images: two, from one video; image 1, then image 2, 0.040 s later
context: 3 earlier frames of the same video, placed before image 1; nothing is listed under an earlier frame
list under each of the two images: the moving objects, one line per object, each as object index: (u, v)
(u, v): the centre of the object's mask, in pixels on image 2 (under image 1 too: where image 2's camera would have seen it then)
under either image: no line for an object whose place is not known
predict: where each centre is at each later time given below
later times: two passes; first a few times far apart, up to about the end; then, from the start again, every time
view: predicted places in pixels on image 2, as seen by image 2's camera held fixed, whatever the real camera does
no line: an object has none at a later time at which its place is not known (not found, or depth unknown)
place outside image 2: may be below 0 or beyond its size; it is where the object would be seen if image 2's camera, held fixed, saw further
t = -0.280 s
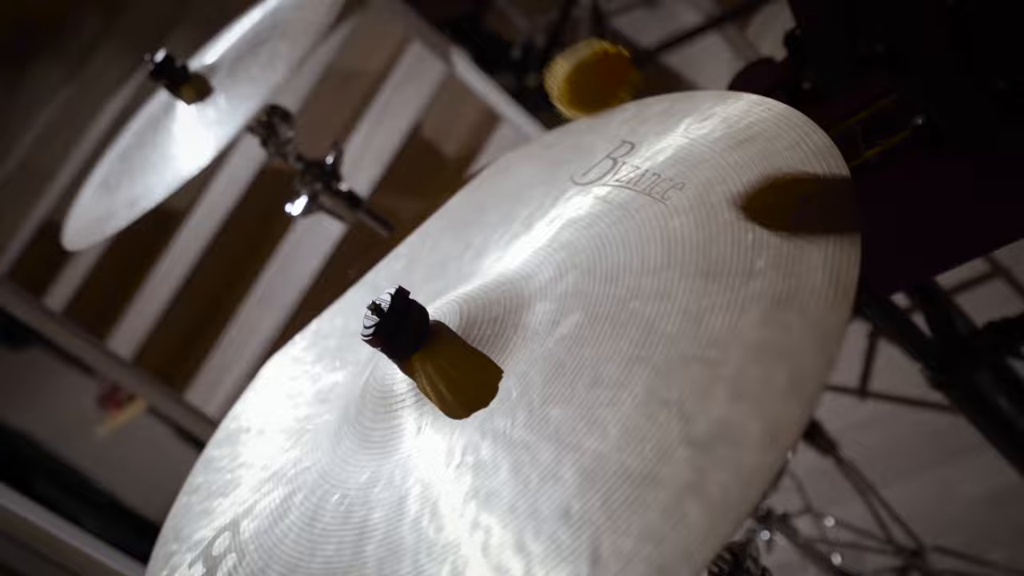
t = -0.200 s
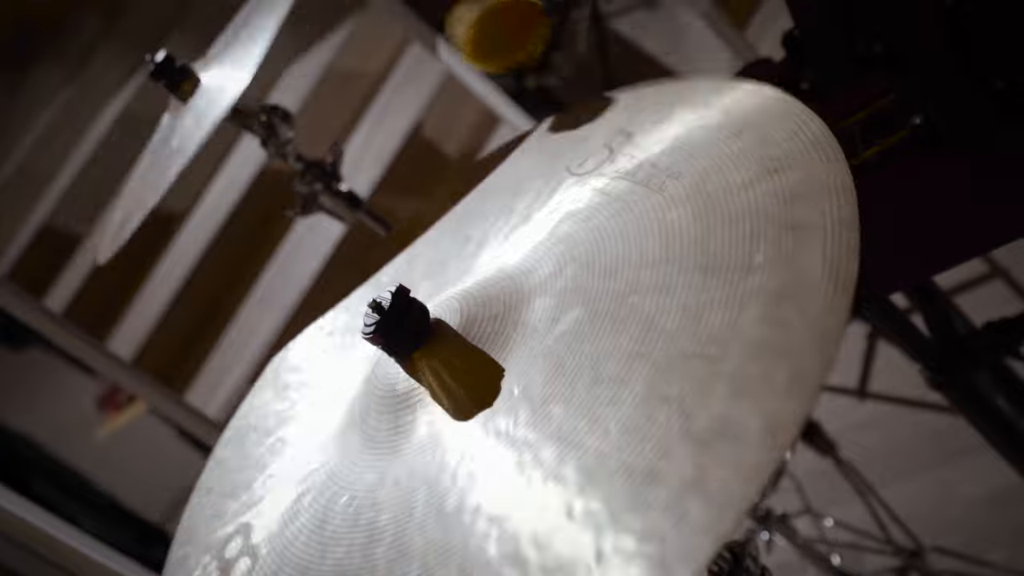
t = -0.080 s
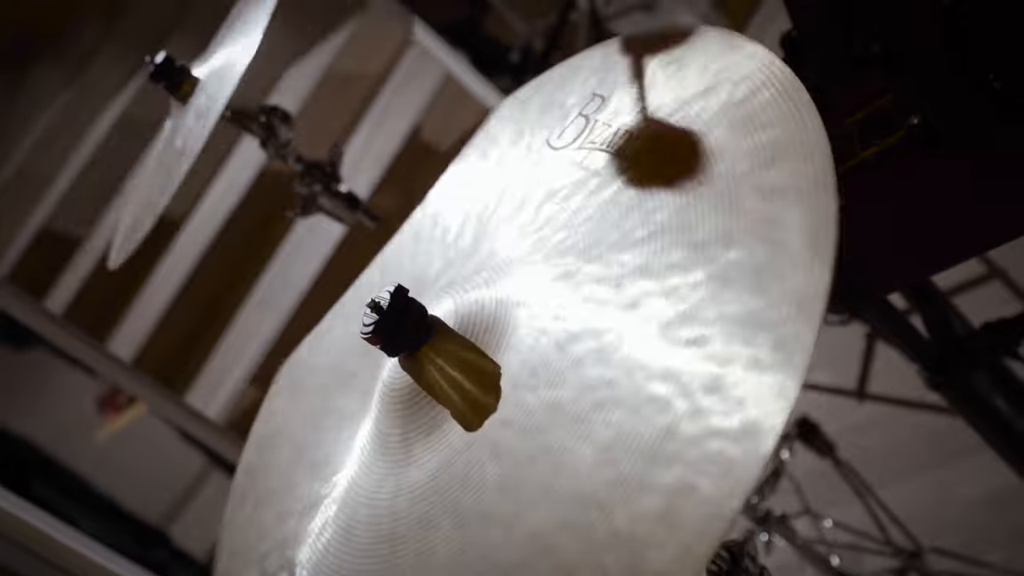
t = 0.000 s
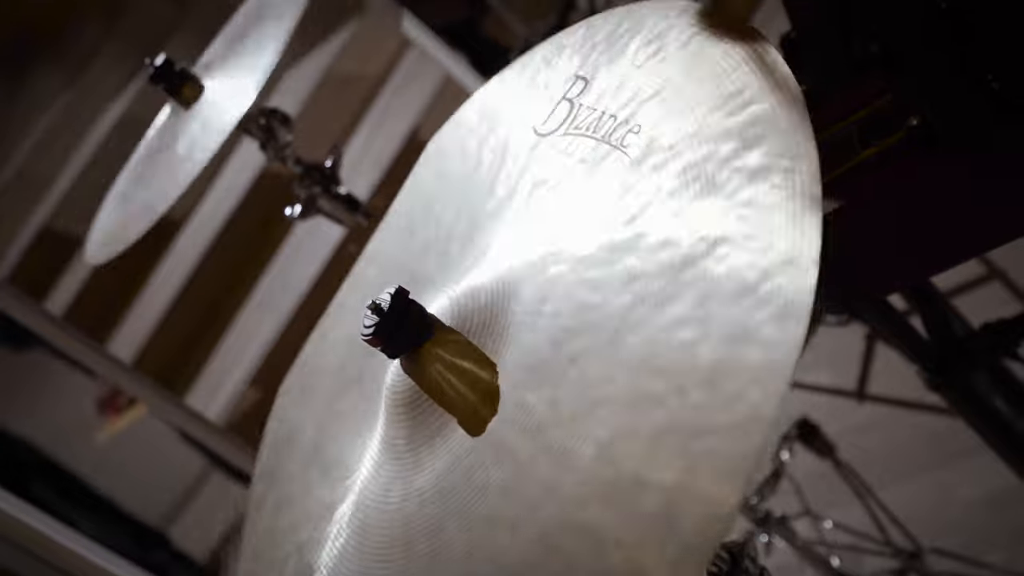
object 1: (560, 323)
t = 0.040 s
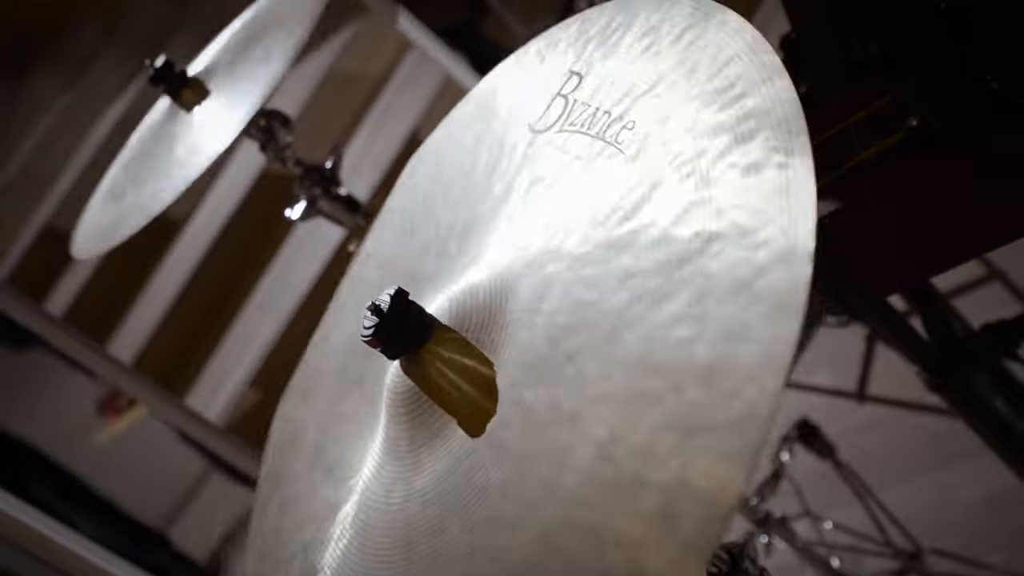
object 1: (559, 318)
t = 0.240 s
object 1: (561, 329)
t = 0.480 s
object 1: (557, 349)
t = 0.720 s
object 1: (563, 324)
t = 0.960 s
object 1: (563, 335)
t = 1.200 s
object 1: (565, 329)
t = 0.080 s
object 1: (558, 317)
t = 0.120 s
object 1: (559, 317)
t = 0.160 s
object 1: (560, 319)
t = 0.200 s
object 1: (561, 323)
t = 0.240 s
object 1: (561, 329)
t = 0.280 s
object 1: (560, 337)
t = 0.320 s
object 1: (559, 344)
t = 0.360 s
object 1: (558, 348)
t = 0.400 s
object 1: (556, 350)
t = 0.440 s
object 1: (556, 351)
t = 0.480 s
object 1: (557, 349)
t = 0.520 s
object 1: (559, 345)
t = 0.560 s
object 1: (560, 340)
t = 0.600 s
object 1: (561, 335)
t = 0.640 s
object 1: (561, 330)
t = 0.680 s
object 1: (562, 326)
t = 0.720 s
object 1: (563, 324)
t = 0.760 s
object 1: (563, 323)
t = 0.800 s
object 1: (563, 323)
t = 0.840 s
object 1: (563, 325)
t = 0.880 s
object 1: (563, 328)
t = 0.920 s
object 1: (564, 331)
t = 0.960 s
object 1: (563, 335)
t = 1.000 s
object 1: (562, 336)
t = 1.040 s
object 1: (563, 337)
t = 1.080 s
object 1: (563, 336)
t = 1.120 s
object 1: (564, 335)
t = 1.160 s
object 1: (564, 332)
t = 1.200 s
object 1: (565, 329)
